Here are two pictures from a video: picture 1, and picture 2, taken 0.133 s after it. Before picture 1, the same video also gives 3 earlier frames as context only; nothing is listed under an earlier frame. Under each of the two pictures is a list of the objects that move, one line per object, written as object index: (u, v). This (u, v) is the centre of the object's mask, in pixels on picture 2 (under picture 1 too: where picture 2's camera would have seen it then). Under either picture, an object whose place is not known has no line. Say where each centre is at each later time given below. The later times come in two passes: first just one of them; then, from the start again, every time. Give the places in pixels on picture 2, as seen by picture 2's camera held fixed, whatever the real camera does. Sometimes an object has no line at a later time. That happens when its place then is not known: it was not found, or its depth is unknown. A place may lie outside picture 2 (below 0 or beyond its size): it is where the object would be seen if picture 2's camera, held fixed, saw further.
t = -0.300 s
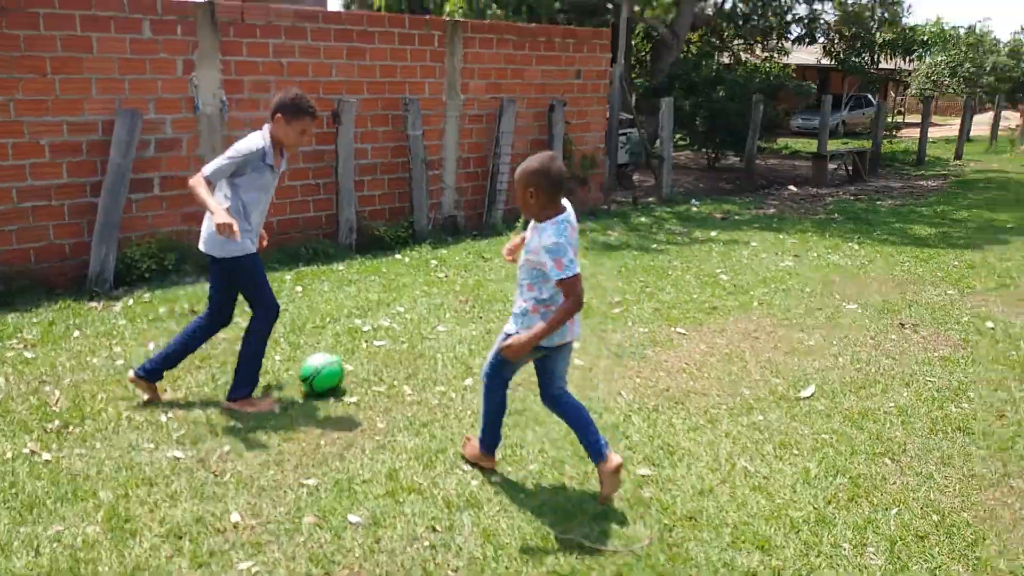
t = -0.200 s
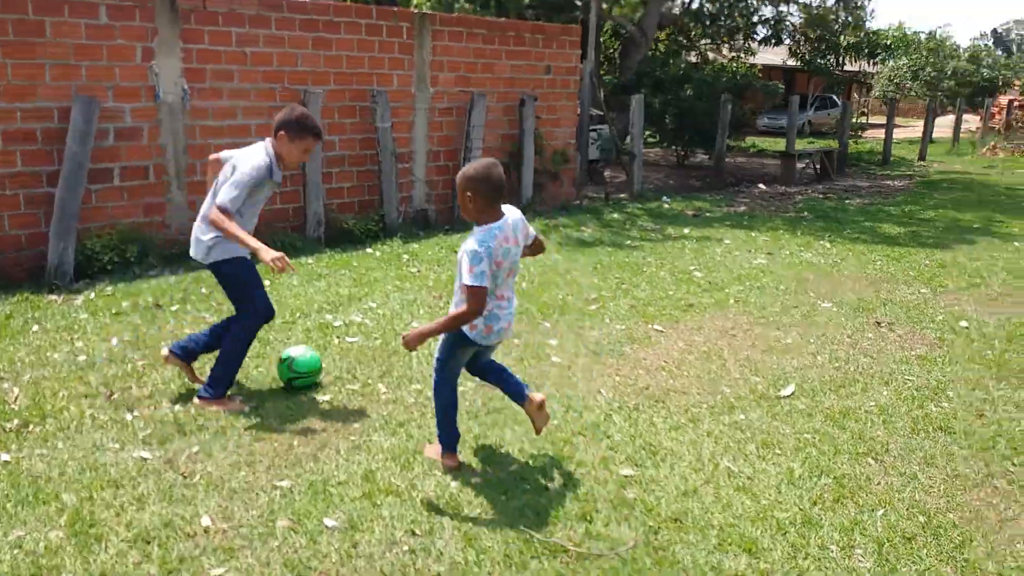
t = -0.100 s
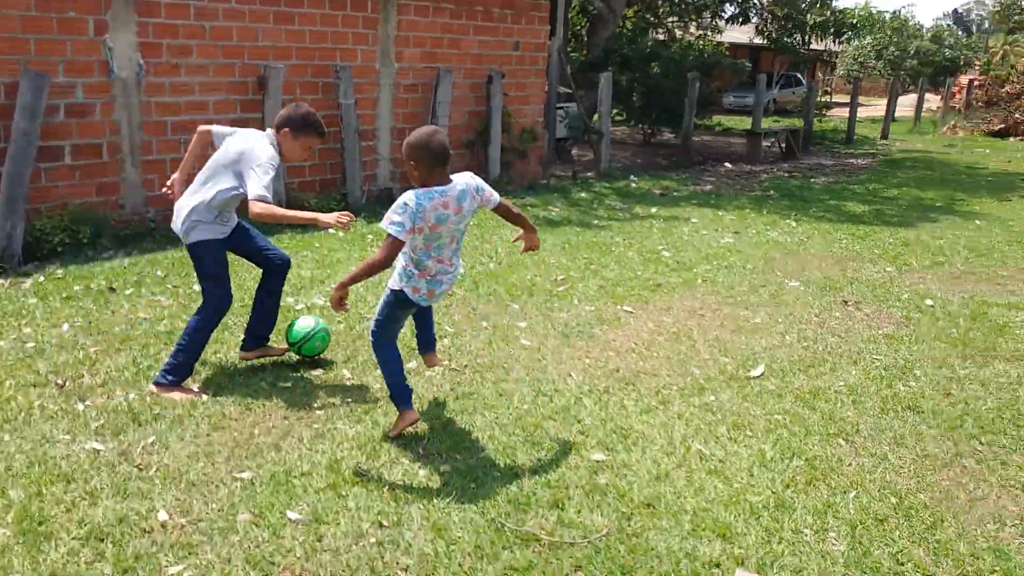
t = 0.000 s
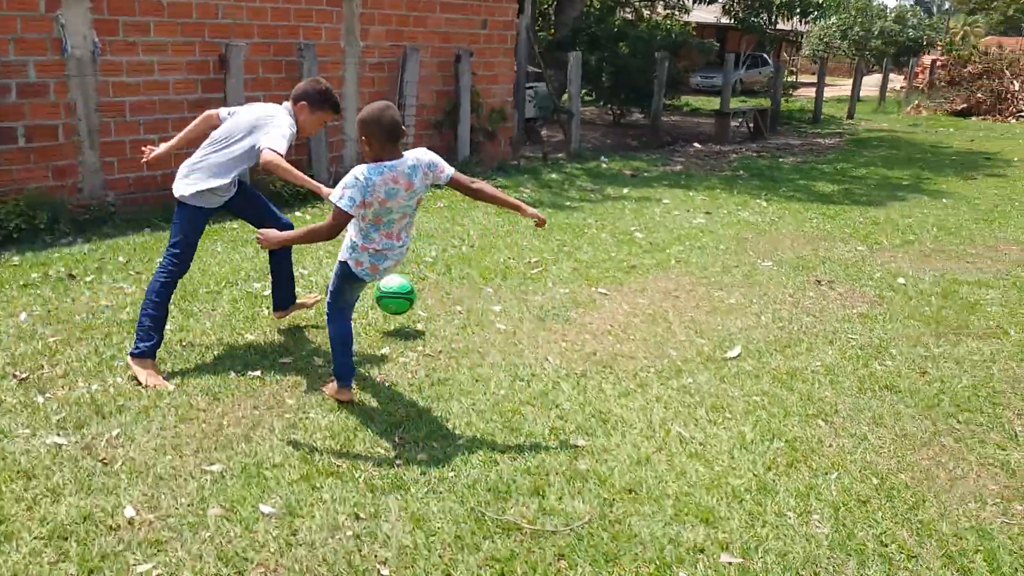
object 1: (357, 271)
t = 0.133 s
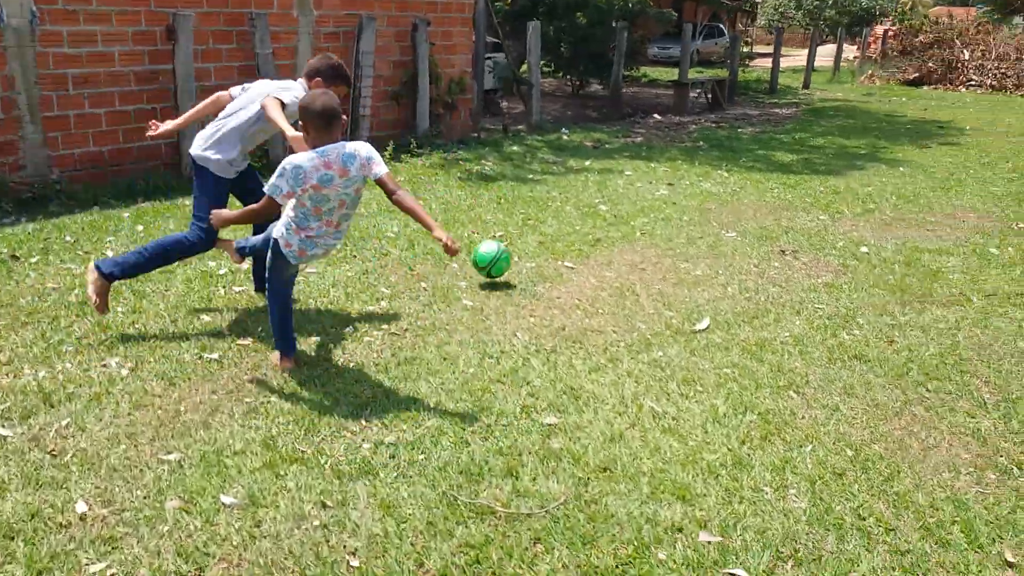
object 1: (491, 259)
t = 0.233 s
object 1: (565, 252)
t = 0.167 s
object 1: (521, 260)
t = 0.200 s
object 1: (547, 259)
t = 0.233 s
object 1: (565, 252)
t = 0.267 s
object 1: (583, 245)
